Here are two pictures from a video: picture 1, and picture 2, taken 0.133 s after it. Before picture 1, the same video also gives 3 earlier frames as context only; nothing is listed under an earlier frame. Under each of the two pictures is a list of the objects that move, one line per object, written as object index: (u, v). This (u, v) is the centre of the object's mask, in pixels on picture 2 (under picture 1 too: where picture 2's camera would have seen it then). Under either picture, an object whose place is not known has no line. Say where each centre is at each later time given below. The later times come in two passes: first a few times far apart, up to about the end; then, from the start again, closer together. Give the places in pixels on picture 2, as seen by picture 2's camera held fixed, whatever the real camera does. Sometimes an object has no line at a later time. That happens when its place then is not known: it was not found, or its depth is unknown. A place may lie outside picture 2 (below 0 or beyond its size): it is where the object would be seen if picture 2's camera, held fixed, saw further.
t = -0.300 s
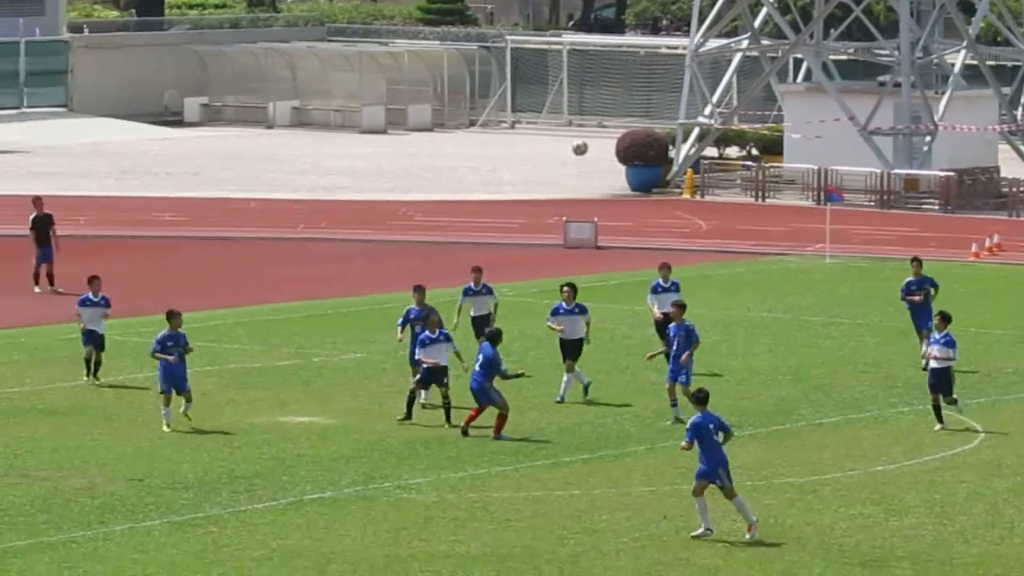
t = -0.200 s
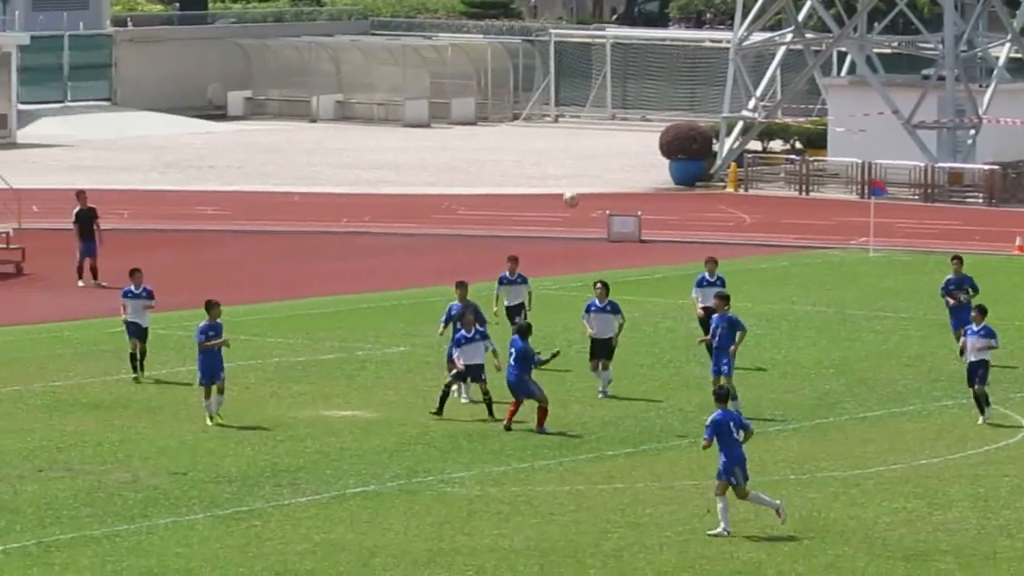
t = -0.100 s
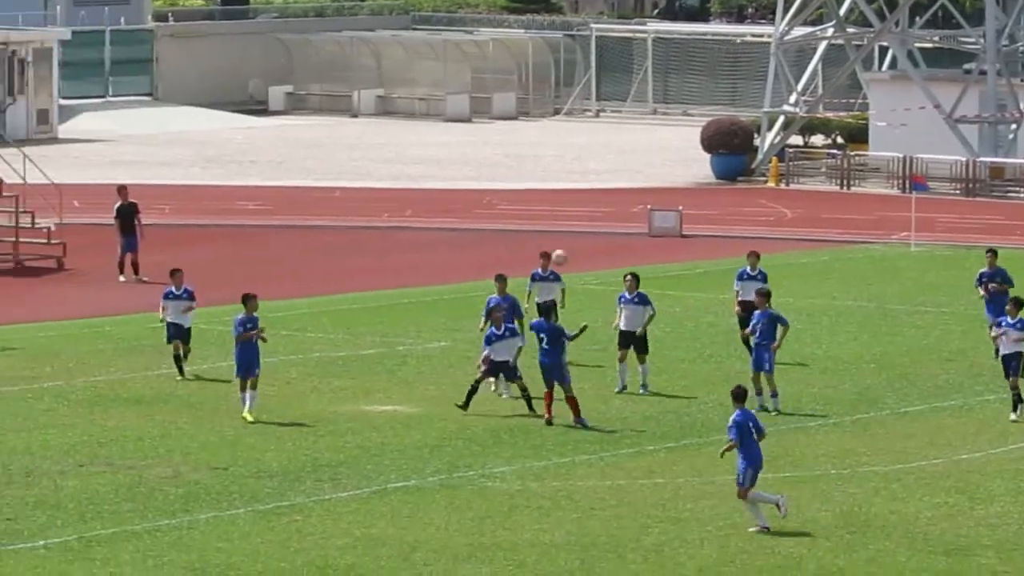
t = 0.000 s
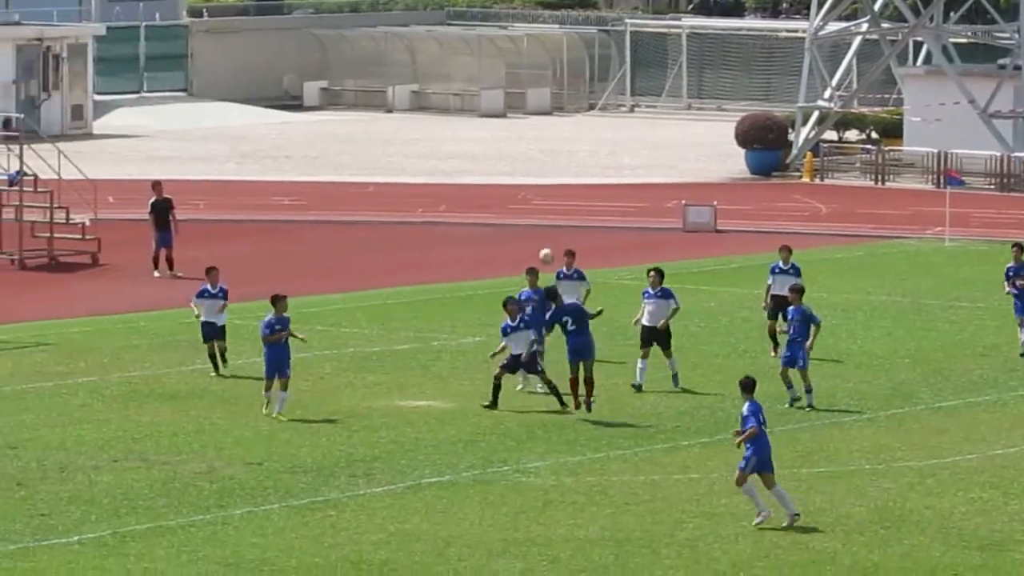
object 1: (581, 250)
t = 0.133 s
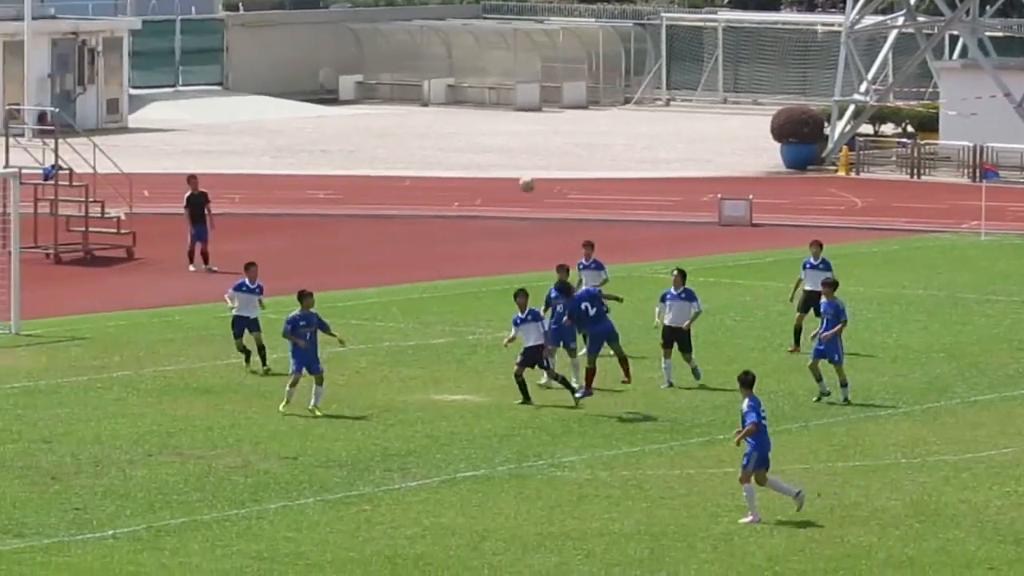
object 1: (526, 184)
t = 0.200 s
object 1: (500, 157)
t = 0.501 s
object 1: (387, 75)
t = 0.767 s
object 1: (296, 58)
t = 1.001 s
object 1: (221, 85)
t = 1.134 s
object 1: (179, 119)
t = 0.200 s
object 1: (500, 157)
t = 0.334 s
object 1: (449, 111)
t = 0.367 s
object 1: (436, 103)
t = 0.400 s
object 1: (423, 95)
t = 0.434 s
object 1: (412, 86)
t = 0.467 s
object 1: (399, 80)
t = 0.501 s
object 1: (387, 75)
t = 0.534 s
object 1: (376, 70)
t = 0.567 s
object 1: (364, 66)
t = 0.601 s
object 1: (351, 61)
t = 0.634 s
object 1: (341, 59)
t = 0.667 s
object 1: (329, 58)
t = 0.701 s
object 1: (319, 57)
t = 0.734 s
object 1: (307, 57)
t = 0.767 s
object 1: (296, 58)
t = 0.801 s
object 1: (284, 60)
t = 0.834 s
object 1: (274, 62)
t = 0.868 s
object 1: (264, 65)
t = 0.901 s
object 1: (253, 69)
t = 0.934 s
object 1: (242, 73)
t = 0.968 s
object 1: (231, 78)
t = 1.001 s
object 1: (221, 85)
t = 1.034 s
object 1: (210, 91)
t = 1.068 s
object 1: (199, 100)
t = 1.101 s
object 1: (189, 109)
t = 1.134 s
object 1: (179, 119)
